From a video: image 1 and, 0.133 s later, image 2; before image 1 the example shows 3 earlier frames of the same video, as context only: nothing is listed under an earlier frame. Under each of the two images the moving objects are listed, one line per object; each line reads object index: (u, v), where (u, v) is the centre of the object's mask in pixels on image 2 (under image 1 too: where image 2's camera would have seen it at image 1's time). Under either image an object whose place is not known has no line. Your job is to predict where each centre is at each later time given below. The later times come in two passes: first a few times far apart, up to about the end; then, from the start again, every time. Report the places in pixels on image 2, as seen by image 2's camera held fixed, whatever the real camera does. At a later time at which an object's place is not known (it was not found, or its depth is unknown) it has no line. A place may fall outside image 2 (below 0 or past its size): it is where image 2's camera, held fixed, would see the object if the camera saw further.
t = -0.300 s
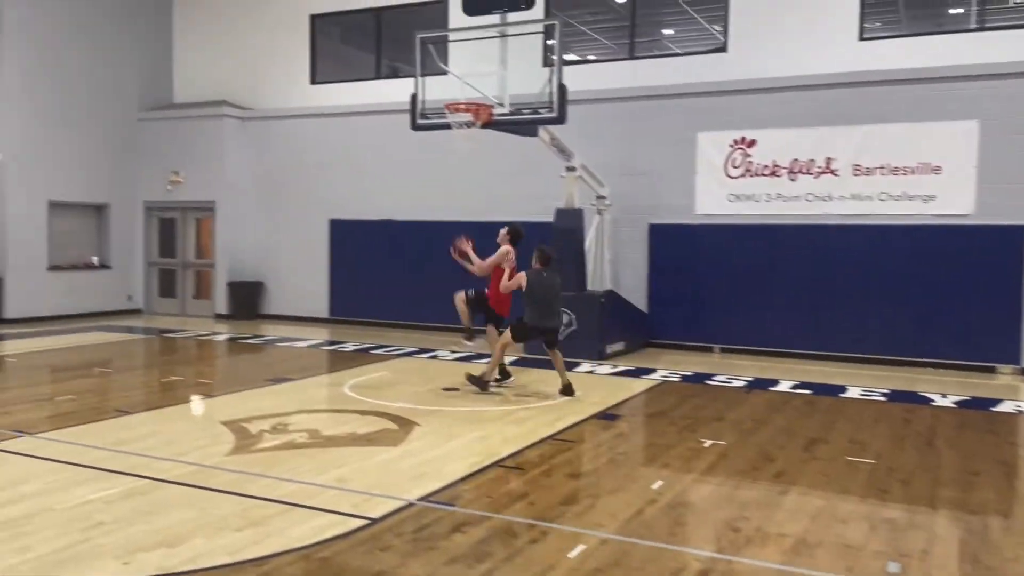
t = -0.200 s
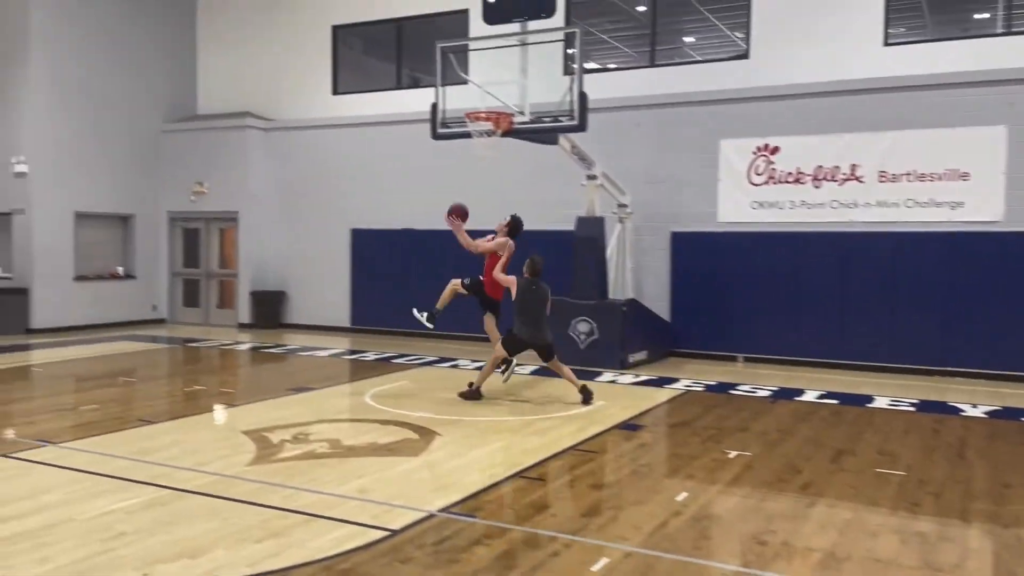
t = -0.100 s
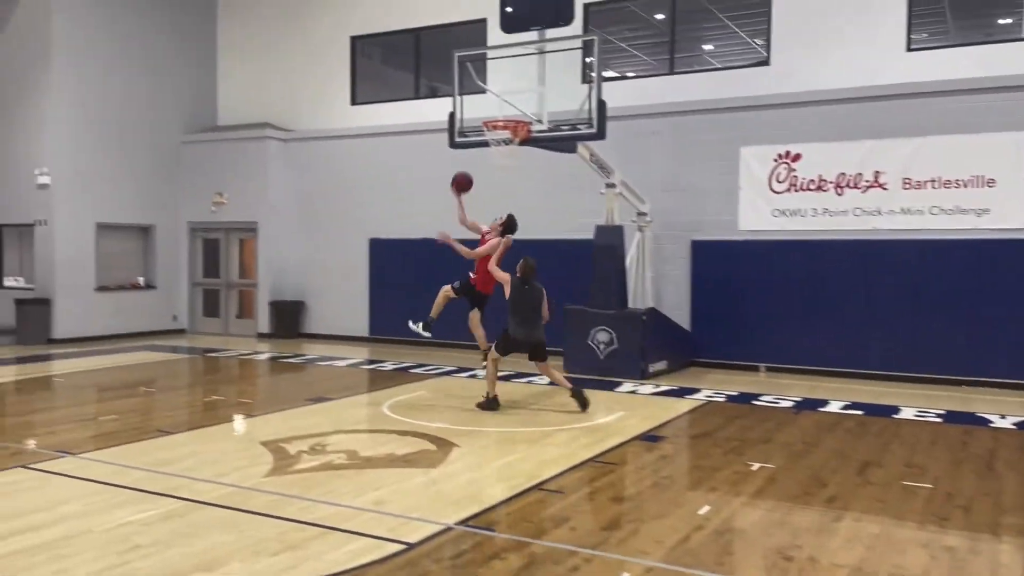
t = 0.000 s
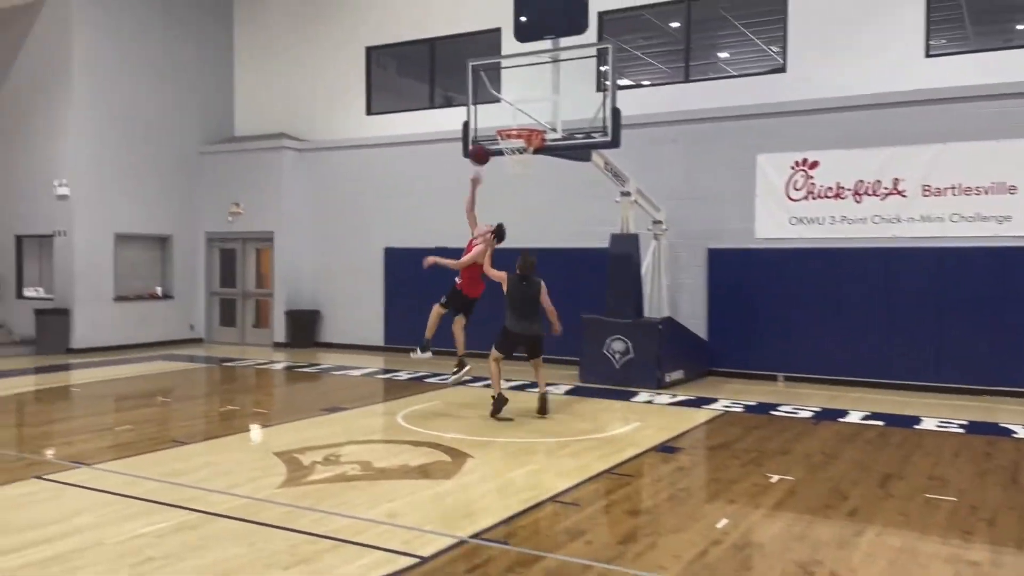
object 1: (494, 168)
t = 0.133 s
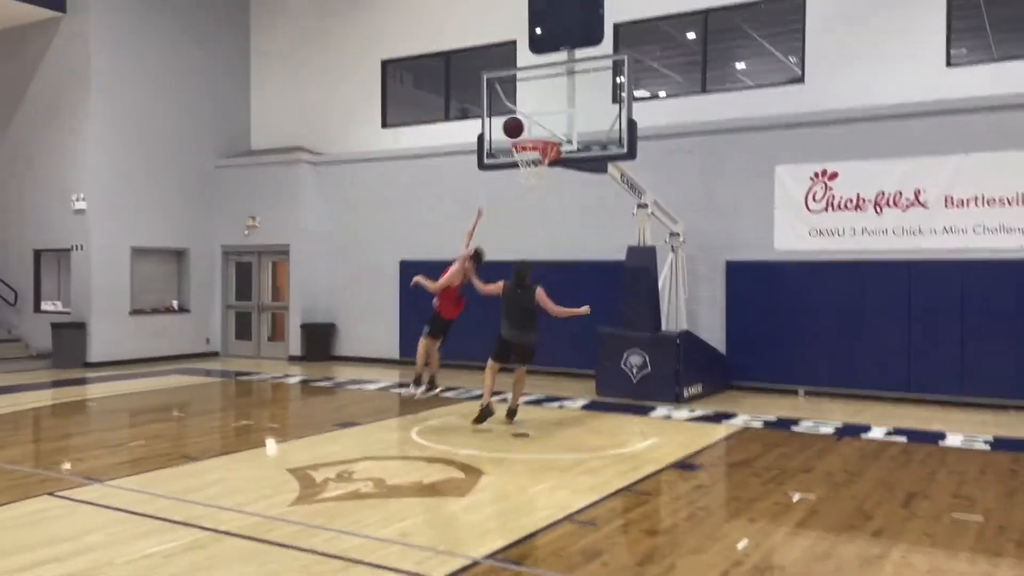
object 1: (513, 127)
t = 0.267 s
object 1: (529, 105)
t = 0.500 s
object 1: (538, 115)
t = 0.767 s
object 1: (545, 184)
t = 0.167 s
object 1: (518, 120)
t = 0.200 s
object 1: (522, 113)
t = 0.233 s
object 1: (527, 108)
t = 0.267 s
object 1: (529, 105)
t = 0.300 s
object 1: (531, 103)
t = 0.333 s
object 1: (532, 103)
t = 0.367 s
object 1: (533, 103)
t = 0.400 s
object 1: (534, 105)
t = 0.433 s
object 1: (535, 107)
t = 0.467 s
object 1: (537, 111)
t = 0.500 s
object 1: (538, 115)
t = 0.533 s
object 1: (539, 121)
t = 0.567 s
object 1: (540, 128)
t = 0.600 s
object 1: (541, 133)
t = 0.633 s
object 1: (541, 143)
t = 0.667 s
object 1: (542, 153)
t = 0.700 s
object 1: (546, 163)
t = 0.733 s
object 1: (545, 173)
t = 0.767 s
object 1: (545, 184)
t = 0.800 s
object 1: (545, 193)
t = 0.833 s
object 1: (546, 204)
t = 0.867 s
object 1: (546, 217)
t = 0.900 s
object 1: (546, 230)
